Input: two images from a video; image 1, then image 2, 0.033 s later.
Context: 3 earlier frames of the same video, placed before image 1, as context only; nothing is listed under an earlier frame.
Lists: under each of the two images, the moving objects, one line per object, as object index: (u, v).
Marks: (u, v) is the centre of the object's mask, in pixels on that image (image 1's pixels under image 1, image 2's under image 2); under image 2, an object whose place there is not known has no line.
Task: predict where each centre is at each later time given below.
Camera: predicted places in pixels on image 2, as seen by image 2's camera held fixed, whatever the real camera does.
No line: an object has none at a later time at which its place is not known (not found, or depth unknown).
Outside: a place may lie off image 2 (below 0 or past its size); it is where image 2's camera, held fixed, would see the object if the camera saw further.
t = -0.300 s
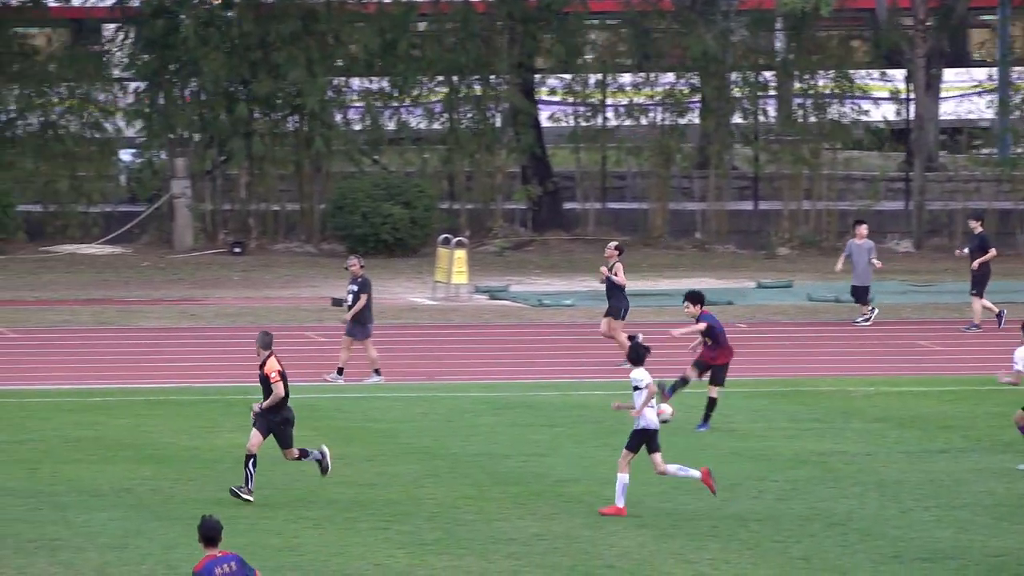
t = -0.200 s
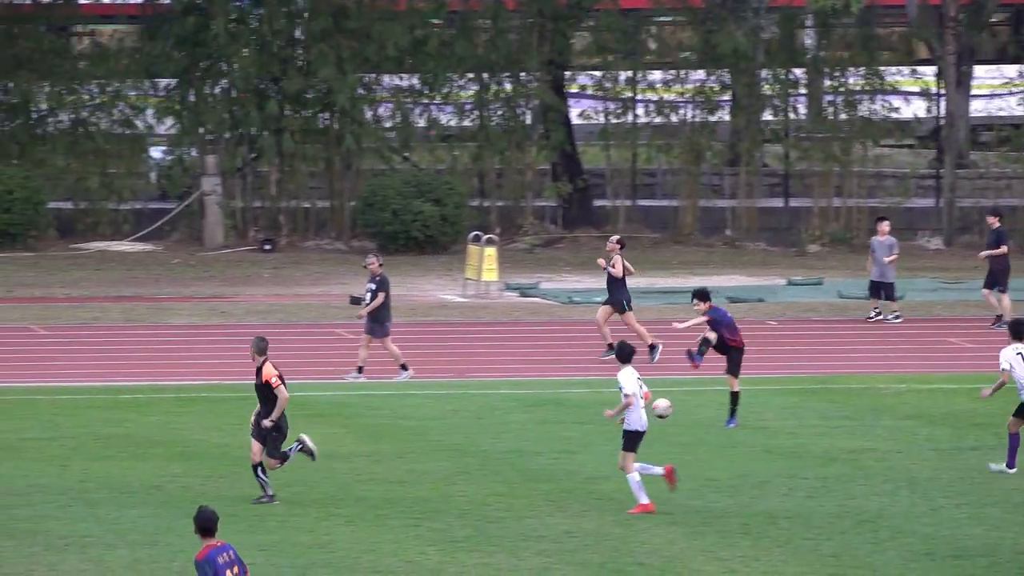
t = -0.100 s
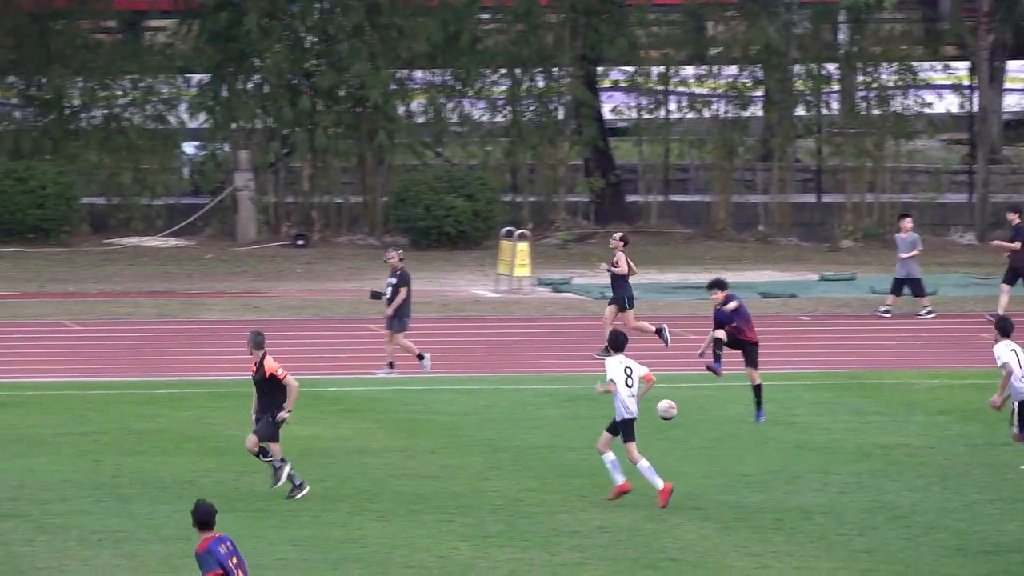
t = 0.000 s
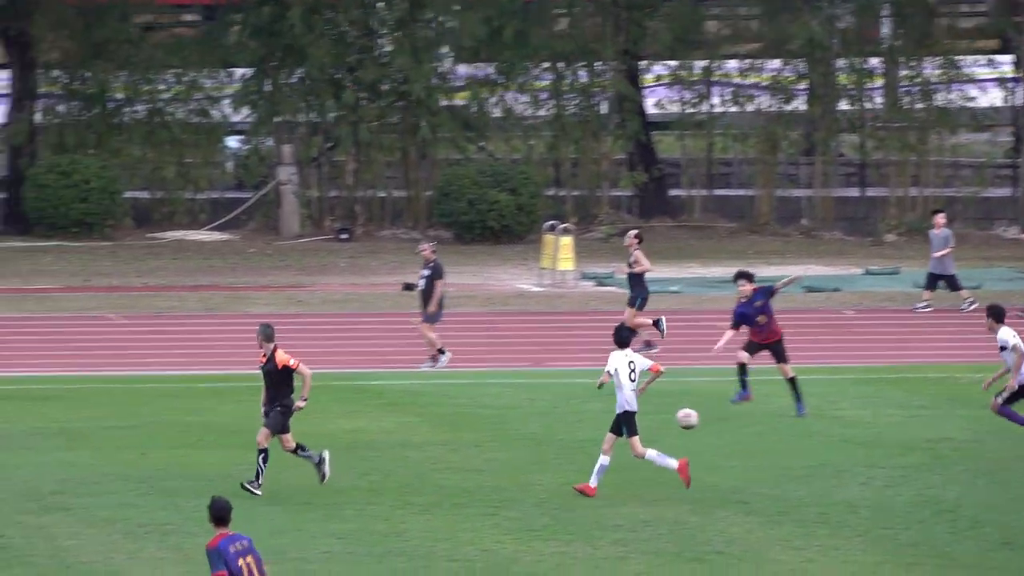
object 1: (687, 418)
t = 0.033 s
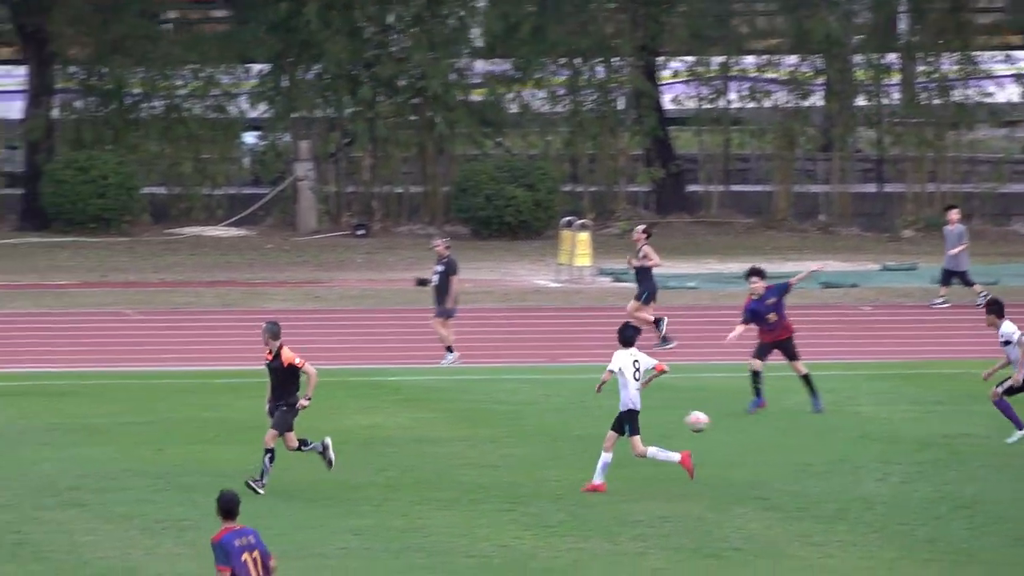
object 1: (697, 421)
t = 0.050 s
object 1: (693, 425)
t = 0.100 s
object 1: (684, 439)
